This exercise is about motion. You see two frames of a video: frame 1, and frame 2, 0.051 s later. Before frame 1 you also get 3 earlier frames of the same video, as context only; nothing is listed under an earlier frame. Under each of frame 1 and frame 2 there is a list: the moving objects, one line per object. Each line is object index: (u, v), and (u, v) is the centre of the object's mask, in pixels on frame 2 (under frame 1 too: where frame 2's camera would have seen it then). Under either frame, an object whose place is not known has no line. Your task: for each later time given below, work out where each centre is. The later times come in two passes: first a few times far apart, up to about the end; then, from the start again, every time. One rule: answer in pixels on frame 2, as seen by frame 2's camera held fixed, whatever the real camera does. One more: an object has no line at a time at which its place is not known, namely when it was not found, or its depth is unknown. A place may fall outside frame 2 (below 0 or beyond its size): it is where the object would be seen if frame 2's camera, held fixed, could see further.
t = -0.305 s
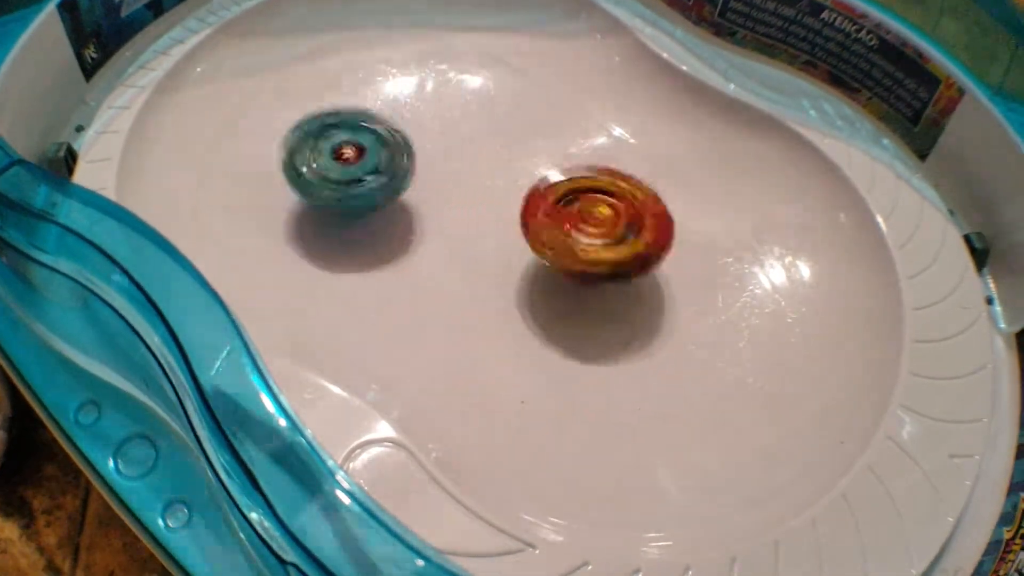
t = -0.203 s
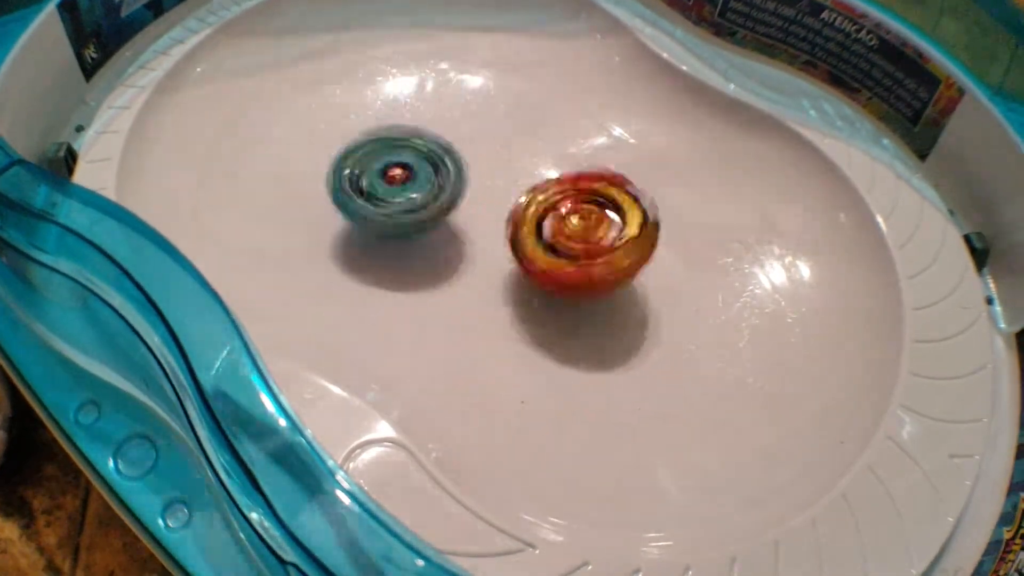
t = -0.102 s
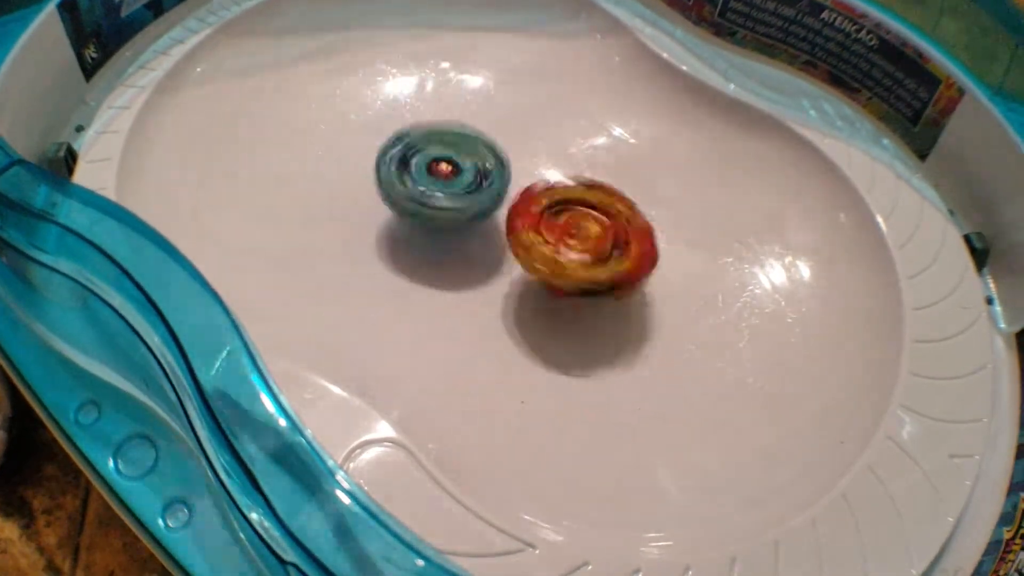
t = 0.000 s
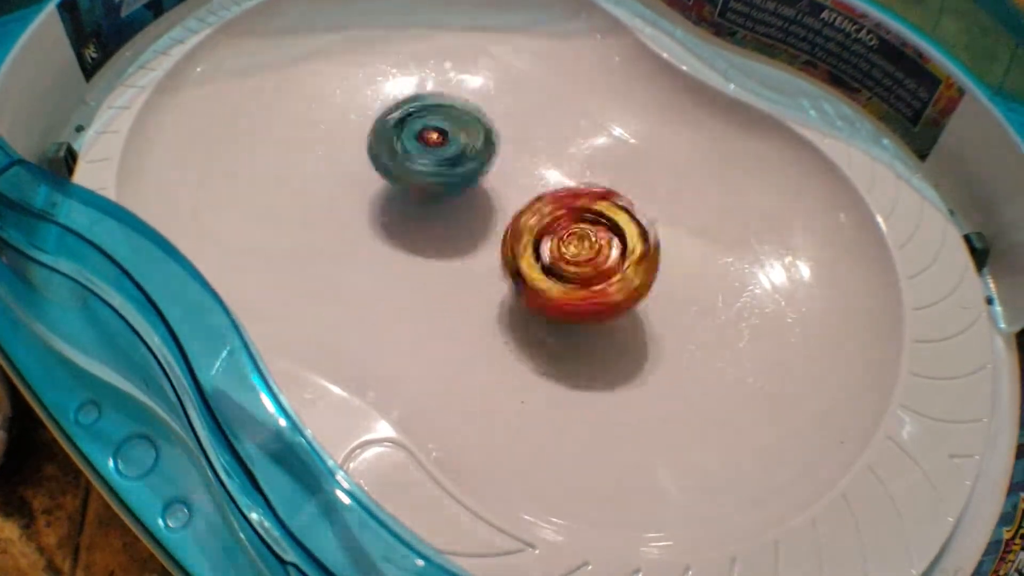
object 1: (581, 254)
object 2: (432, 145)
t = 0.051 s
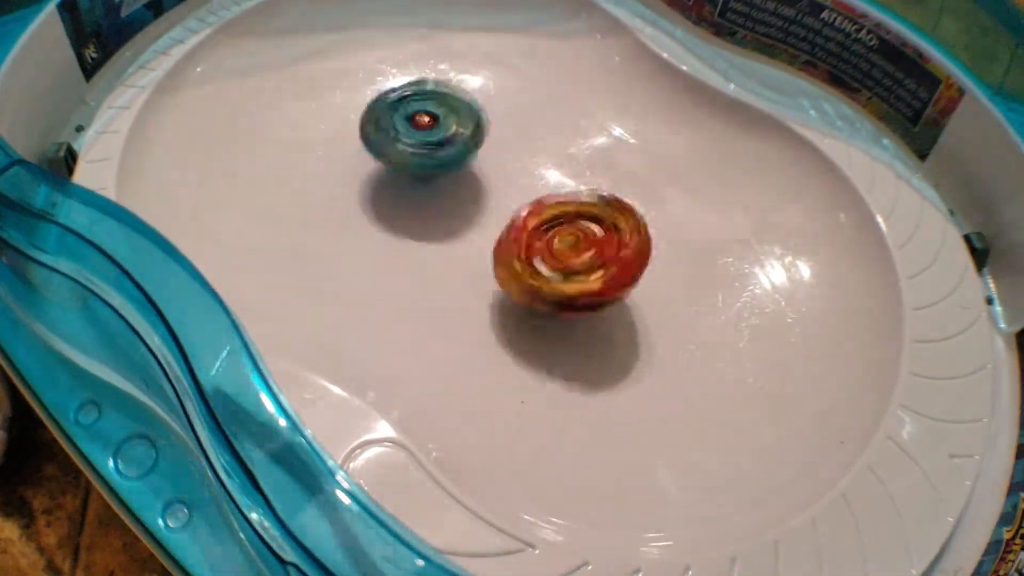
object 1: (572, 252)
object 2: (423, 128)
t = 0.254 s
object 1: (570, 257)
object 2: (361, 100)
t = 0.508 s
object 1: (588, 226)
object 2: (365, 151)
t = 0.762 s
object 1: (595, 202)
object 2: (472, 136)
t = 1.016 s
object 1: (559, 185)
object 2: (448, 99)
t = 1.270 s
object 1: (520, 158)
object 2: (380, 154)
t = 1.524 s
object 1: (530, 156)
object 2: (355, 182)
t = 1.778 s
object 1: (501, 184)
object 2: (317, 164)
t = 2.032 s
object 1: (472, 164)
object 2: (359, 122)
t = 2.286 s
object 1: (470, 171)
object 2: (396, 79)
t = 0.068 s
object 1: (573, 252)
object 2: (419, 123)
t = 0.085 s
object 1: (574, 254)
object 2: (415, 118)
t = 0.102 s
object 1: (574, 255)
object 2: (410, 114)
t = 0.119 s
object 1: (575, 257)
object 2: (404, 109)
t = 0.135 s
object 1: (576, 258)
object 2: (400, 107)
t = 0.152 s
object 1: (576, 259)
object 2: (393, 105)
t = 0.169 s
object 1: (575, 259)
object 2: (387, 103)
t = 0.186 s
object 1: (576, 260)
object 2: (383, 101)
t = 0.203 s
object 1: (575, 260)
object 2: (376, 100)
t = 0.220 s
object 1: (574, 261)
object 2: (369, 99)
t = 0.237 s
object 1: (571, 259)
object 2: (366, 98)
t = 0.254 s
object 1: (570, 257)
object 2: (361, 100)
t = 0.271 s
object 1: (570, 254)
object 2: (354, 101)
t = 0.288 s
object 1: (570, 252)
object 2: (352, 102)
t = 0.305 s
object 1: (571, 250)
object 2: (348, 105)
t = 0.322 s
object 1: (573, 248)
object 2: (344, 106)
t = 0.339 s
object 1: (577, 248)
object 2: (341, 111)
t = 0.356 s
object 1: (580, 247)
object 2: (339, 114)
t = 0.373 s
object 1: (583, 248)
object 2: (338, 117)
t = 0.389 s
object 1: (585, 246)
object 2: (338, 121)
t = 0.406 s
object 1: (586, 246)
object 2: (339, 125)
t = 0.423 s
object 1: (586, 244)
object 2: (340, 129)
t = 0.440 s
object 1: (584, 241)
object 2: (343, 134)
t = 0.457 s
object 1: (583, 236)
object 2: (348, 139)
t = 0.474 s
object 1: (584, 232)
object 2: (353, 141)
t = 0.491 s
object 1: (586, 228)
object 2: (358, 146)
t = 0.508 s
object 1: (588, 226)
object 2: (365, 151)
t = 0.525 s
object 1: (588, 223)
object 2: (373, 151)
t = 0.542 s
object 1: (590, 219)
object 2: (379, 153)
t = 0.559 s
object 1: (592, 218)
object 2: (388, 155)
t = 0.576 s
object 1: (595, 217)
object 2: (397, 153)
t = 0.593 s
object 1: (597, 218)
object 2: (404, 153)
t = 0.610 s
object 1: (600, 217)
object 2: (413, 153)
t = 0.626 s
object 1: (602, 219)
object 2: (421, 149)
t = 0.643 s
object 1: (603, 219)
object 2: (429, 149)
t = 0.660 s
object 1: (601, 218)
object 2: (437, 149)
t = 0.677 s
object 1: (598, 215)
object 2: (444, 144)
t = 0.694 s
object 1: (597, 212)
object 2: (449, 142)
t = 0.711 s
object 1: (595, 209)
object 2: (454, 141)
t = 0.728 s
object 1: (594, 207)
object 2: (460, 138)
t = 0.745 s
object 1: (595, 204)
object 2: (466, 137)
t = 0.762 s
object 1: (595, 202)
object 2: (472, 136)
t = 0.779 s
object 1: (595, 202)
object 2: (475, 131)
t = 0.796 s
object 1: (596, 201)
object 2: (477, 128)
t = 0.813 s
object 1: (594, 201)
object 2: (480, 128)
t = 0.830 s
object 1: (593, 200)
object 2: (480, 122)
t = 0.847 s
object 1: (592, 197)
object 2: (481, 120)
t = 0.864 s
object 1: (589, 197)
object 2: (481, 117)
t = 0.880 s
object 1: (585, 196)
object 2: (479, 112)
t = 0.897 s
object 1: (582, 195)
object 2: (476, 110)
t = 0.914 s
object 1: (580, 195)
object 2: (473, 107)
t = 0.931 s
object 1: (576, 195)
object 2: (471, 104)
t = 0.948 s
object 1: (573, 193)
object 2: (467, 101)
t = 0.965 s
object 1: (566, 192)
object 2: (464, 100)
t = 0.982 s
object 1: (563, 187)
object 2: (457, 98)
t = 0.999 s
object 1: (560, 187)
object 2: (453, 98)
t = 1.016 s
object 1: (559, 185)
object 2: (448, 99)
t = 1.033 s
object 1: (556, 183)
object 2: (440, 99)
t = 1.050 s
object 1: (555, 181)
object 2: (433, 100)
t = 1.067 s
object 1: (553, 179)
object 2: (427, 103)
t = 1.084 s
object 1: (550, 177)
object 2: (419, 105)
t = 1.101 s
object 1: (547, 175)
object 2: (414, 108)
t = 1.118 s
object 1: (541, 172)
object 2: (410, 112)
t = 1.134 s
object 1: (537, 169)
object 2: (403, 117)
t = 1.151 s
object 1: (535, 168)
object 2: (400, 121)
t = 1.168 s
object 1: (532, 168)
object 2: (397, 125)
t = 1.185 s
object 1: (528, 164)
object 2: (392, 131)
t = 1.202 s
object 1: (525, 162)
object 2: (390, 136)
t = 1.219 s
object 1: (523, 161)
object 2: (386, 140)
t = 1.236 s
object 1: (522, 160)
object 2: (384, 146)
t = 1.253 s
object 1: (522, 159)
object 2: (382, 149)
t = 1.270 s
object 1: (520, 158)
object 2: (380, 154)
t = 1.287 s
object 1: (522, 156)
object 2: (377, 158)
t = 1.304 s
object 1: (525, 157)
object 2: (373, 161)
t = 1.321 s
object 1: (526, 159)
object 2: (372, 165)
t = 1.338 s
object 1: (524, 158)
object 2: (371, 169)
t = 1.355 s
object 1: (524, 157)
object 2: (368, 171)
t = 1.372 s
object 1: (522, 155)
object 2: (369, 174)
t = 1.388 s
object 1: (520, 154)
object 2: (371, 176)
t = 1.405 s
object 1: (517, 154)
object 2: (370, 178)
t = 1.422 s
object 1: (514, 153)
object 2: (373, 180)
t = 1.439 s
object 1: (513, 153)
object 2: (375, 182)
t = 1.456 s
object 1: (515, 153)
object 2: (372, 182)
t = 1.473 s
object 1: (519, 154)
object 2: (369, 183)
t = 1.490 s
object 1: (522, 154)
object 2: (365, 185)
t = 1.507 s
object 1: (526, 155)
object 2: (357, 184)
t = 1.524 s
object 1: (530, 156)
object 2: (355, 182)
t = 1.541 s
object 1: (532, 159)
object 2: (351, 181)
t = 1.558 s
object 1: (534, 161)
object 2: (345, 181)
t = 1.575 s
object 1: (535, 166)
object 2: (341, 179)
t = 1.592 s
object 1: (534, 171)
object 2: (337, 179)
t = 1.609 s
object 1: (532, 174)
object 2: (335, 178)
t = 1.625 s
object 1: (529, 177)
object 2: (328, 175)
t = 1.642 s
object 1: (525, 179)
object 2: (327, 175)
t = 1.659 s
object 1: (519, 180)
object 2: (324, 174)
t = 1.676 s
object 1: (515, 181)
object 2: (319, 174)
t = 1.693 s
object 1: (511, 181)
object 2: (319, 172)
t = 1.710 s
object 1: (510, 183)
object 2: (318, 171)
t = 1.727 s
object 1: (509, 185)
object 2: (316, 171)
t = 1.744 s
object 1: (507, 187)
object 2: (316, 167)
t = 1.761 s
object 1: (505, 187)
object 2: (317, 166)
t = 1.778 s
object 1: (501, 184)
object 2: (317, 164)
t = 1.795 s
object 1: (499, 184)
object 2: (317, 161)
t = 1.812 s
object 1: (495, 183)
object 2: (321, 160)
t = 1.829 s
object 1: (492, 184)
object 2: (323, 159)
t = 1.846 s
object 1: (489, 185)
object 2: (325, 157)
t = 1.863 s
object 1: (485, 184)
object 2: (329, 153)
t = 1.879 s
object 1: (482, 183)
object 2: (333, 151)
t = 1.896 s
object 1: (479, 181)
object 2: (337, 149)
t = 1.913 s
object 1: (476, 179)
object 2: (339, 147)
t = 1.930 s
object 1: (475, 176)
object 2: (343, 143)
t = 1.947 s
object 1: (471, 172)
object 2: (347, 140)
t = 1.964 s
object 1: (469, 170)
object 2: (350, 137)
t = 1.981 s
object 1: (468, 169)
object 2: (355, 133)
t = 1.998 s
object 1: (468, 167)
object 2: (356, 131)
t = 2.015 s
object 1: (471, 165)
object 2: (359, 128)
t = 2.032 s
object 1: (472, 164)
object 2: (359, 122)
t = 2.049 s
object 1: (473, 164)
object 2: (361, 117)
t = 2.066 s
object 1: (473, 164)
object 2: (363, 113)
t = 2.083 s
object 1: (471, 164)
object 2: (363, 110)
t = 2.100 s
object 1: (470, 166)
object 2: (366, 105)
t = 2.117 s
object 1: (469, 166)
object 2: (368, 103)
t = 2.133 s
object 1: (466, 169)
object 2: (372, 102)
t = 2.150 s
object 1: (464, 169)
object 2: (372, 97)
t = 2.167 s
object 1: (463, 169)
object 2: (375, 95)
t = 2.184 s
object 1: (462, 170)
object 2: (377, 91)
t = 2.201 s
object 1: (463, 171)
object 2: (381, 89)
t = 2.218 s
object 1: (464, 171)
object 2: (384, 84)
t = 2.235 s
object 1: (465, 171)
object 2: (387, 82)
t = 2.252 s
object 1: (467, 171)
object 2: (390, 81)
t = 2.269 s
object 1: (468, 171)
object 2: (393, 81)
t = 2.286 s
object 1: (470, 171)
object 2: (396, 79)
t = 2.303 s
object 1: (472, 172)
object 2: (399, 78)
